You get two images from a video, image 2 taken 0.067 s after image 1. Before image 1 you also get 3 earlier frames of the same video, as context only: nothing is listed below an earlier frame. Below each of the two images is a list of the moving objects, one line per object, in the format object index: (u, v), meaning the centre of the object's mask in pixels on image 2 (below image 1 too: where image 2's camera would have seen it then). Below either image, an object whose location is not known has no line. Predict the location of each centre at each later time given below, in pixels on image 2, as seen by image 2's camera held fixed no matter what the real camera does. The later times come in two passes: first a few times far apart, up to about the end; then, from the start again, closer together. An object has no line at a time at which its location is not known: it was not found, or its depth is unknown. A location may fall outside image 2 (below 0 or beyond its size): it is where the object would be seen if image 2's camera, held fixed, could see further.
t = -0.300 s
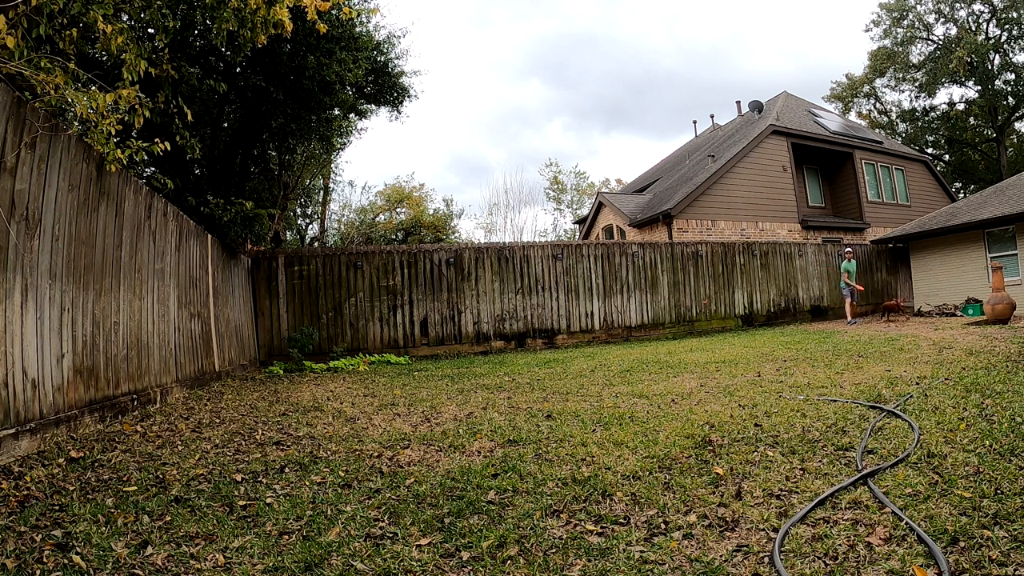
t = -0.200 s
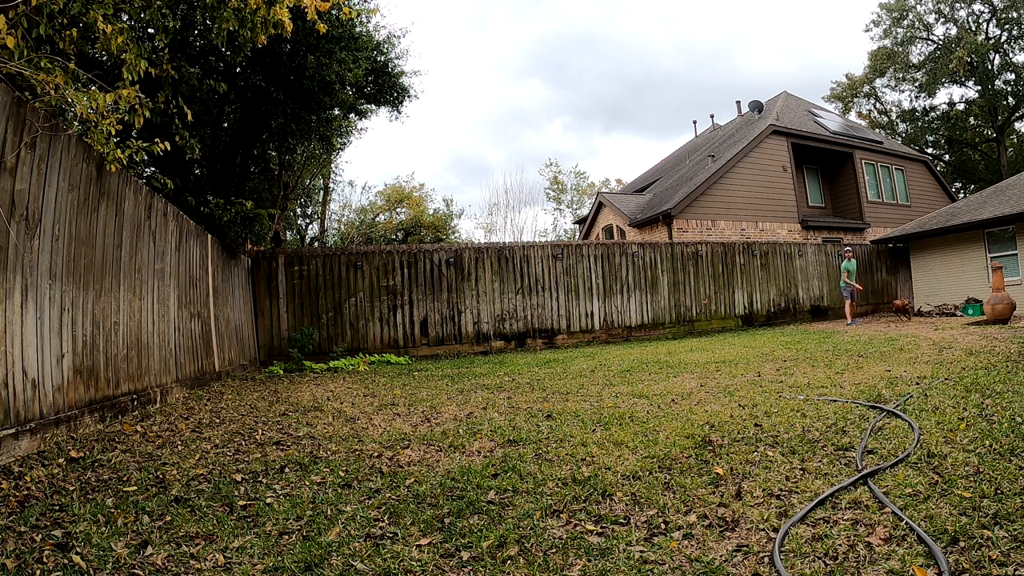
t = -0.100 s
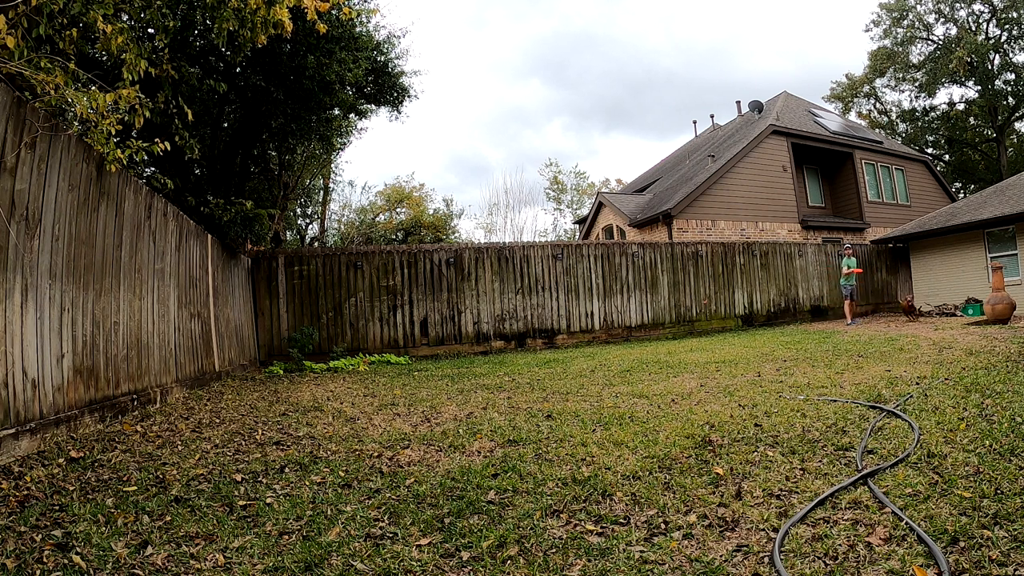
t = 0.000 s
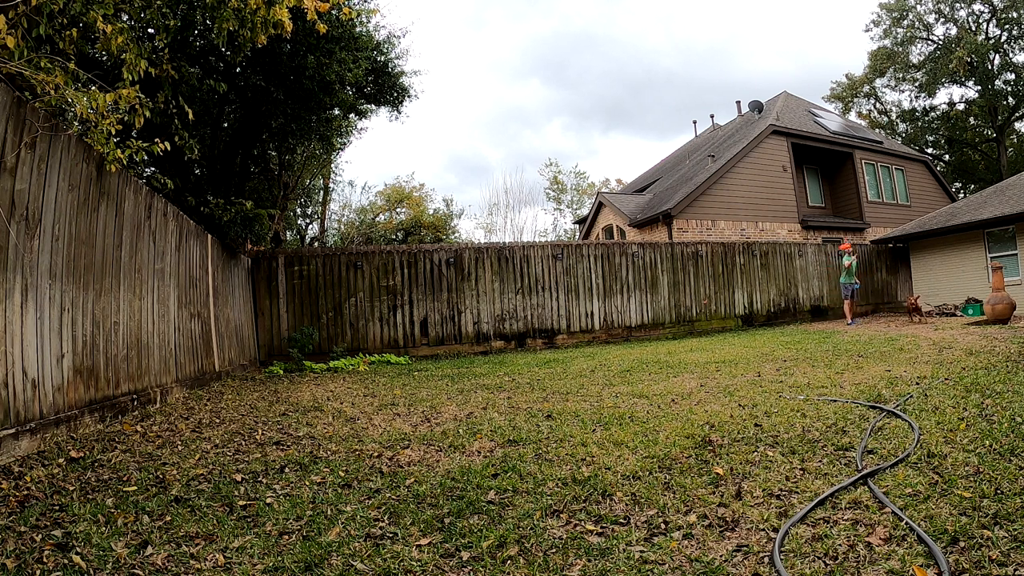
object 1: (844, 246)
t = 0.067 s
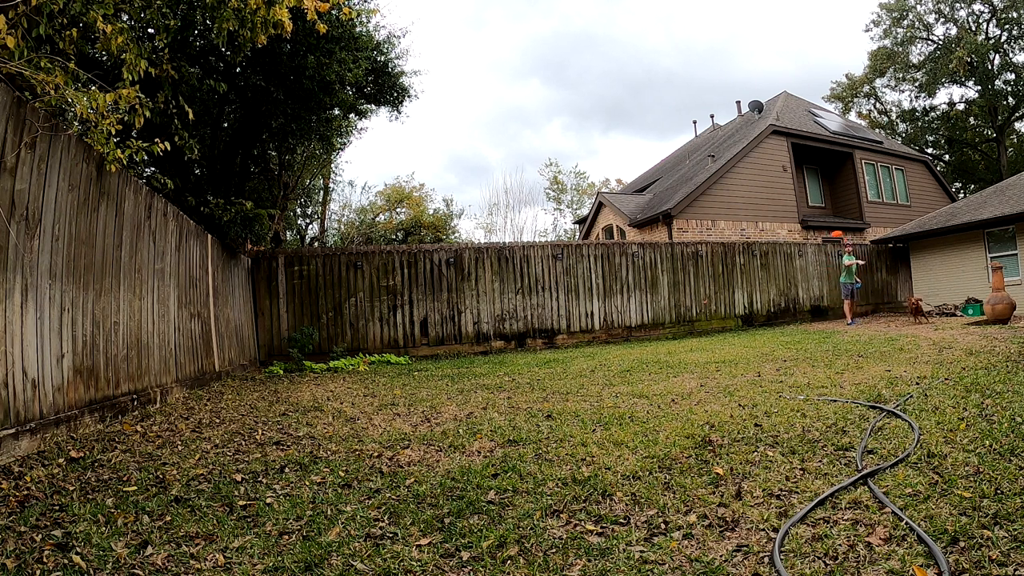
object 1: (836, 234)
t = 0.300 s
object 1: (803, 205)
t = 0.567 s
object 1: (755, 192)
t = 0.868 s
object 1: (677, 194)
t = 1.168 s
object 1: (570, 217)
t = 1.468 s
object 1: (436, 260)
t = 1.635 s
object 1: (356, 292)
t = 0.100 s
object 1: (831, 228)
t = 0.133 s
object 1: (827, 223)
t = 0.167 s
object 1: (822, 218)
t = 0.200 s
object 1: (817, 214)
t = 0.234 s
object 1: (812, 211)
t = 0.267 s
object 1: (807, 207)
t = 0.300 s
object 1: (803, 205)
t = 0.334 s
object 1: (798, 202)
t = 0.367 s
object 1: (792, 200)
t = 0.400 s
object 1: (787, 197)
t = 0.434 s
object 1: (781, 196)
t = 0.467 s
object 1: (774, 194)
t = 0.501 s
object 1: (768, 193)
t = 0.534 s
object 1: (761, 192)
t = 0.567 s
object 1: (755, 192)
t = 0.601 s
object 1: (747, 191)
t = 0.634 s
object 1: (740, 191)
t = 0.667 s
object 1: (732, 191)
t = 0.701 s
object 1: (723, 191)
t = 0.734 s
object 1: (715, 191)
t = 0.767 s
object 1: (706, 191)
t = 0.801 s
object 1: (697, 192)
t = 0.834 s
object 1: (687, 193)
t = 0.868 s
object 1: (677, 194)
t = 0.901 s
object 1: (667, 196)
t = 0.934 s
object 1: (656, 198)
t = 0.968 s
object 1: (645, 200)
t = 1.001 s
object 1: (634, 203)
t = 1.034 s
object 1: (622, 204)
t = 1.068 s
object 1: (609, 207)
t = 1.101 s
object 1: (597, 211)
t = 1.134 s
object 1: (583, 214)
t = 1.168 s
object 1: (570, 217)
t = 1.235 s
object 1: (541, 226)
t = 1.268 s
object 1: (527, 230)
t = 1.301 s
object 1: (513, 234)
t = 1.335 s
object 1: (497, 240)
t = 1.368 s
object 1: (482, 245)
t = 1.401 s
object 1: (467, 249)
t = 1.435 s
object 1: (451, 255)
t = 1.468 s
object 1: (436, 260)
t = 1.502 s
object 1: (419, 266)
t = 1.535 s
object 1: (403, 272)
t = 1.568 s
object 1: (388, 278)
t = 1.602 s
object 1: (371, 285)
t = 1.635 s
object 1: (356, 292)
